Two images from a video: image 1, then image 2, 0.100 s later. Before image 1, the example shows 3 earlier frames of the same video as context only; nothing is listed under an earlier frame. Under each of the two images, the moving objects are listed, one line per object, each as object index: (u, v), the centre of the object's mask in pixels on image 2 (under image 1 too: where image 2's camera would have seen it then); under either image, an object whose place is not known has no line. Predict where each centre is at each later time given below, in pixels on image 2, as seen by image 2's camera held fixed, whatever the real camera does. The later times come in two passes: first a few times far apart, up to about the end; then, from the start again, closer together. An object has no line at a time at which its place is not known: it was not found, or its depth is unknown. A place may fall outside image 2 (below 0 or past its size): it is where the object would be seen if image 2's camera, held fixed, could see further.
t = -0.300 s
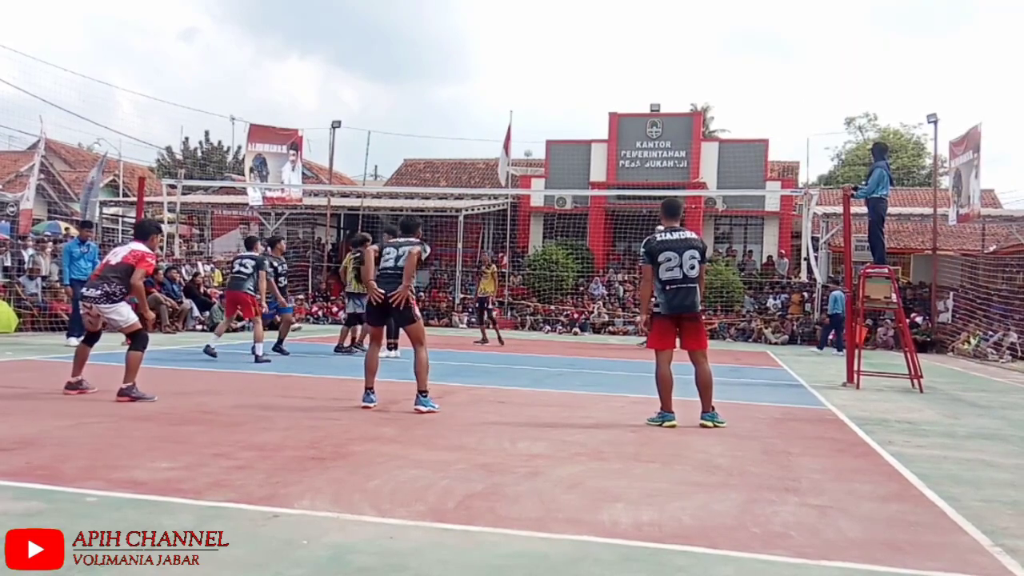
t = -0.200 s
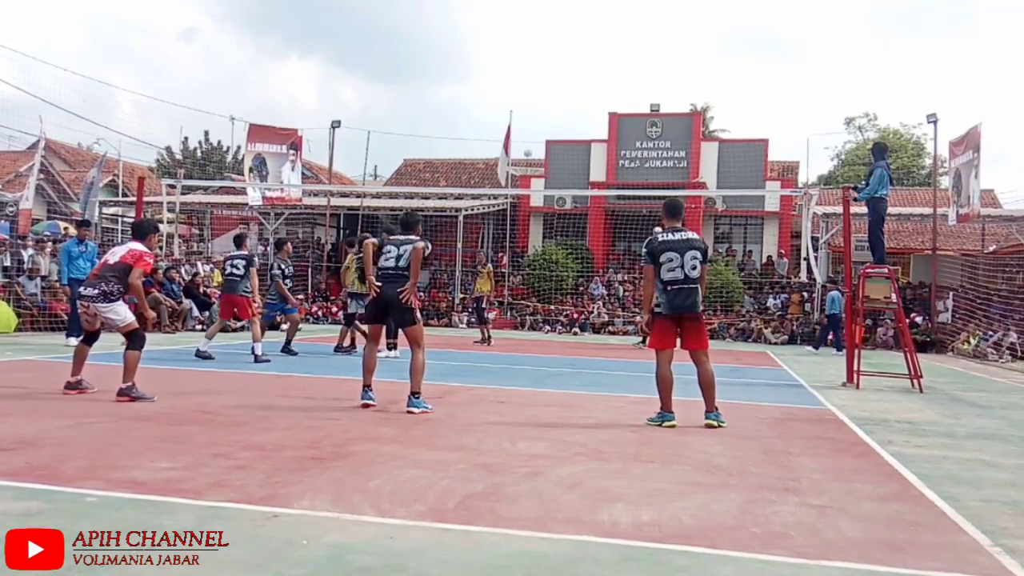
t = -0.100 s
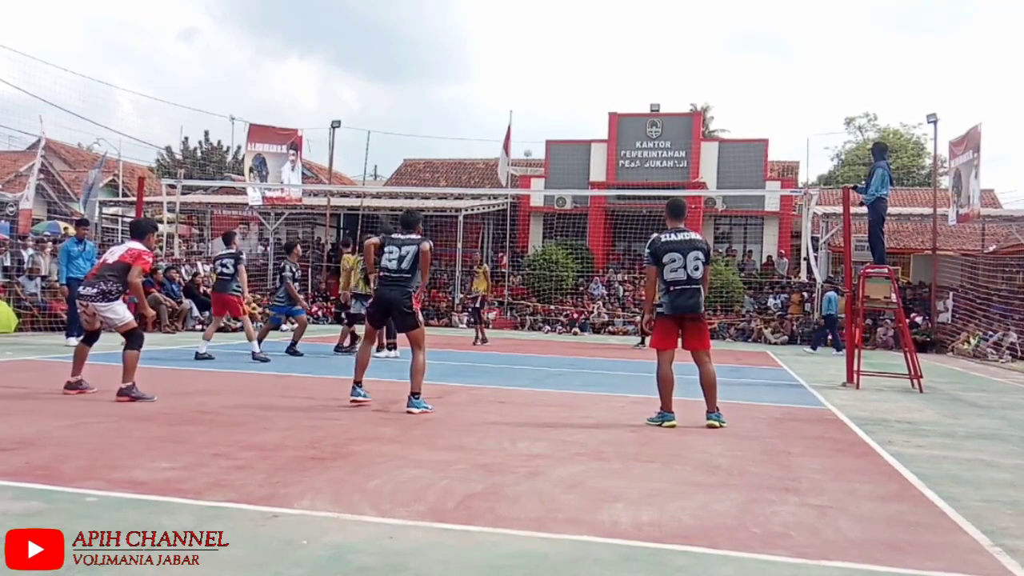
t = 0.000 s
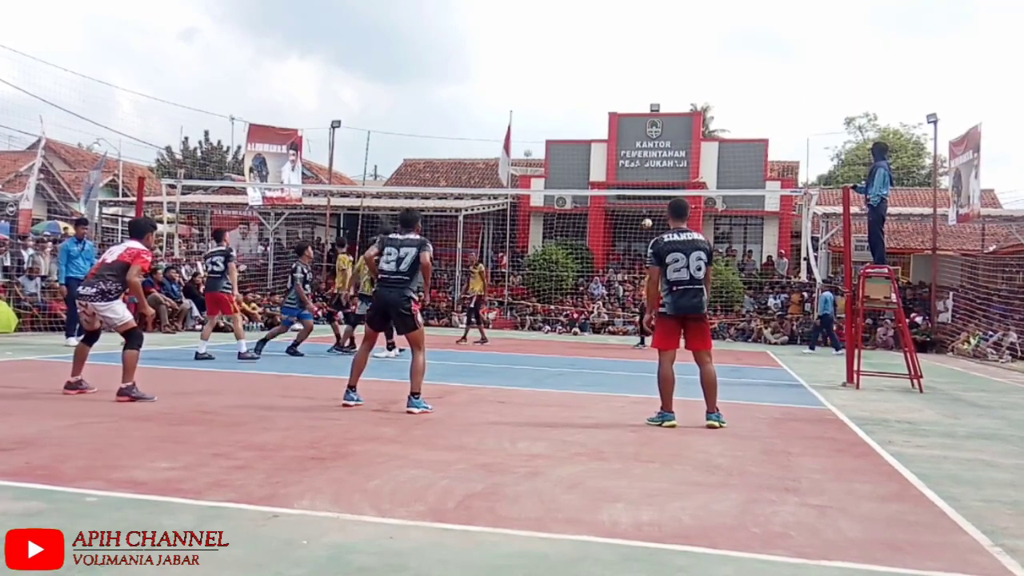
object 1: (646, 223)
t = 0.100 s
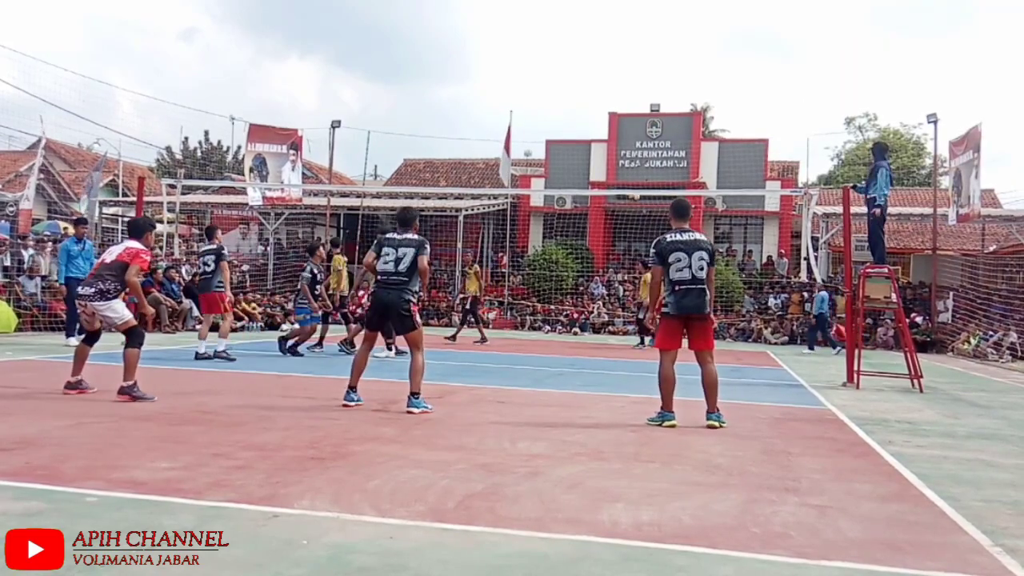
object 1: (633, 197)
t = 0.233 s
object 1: (615, 162)
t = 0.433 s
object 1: (581, 121)
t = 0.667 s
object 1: (536, 102)
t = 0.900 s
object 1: (479, 124)
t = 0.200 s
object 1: (620, 170)
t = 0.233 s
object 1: (615, 162)
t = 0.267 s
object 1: (609, 154)
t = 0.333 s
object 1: (598, 140)
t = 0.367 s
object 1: (592, 133)
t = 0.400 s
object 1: (587, 127)
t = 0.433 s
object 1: (581, 121)
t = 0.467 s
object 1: (575, 116)
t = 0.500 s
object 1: (569, 112)
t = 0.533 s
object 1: (563, 109)
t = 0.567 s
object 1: (556, 106)
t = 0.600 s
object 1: (550, 104)
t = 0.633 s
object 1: (543, 102)
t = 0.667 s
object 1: (536, 102)
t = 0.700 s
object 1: (529, 102)
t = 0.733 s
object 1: (521, 103)
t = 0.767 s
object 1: (514, 105)
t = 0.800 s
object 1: (506, 108)
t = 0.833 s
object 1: (498, 112)
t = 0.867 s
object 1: (489, 118)
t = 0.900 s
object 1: (479, 124)
